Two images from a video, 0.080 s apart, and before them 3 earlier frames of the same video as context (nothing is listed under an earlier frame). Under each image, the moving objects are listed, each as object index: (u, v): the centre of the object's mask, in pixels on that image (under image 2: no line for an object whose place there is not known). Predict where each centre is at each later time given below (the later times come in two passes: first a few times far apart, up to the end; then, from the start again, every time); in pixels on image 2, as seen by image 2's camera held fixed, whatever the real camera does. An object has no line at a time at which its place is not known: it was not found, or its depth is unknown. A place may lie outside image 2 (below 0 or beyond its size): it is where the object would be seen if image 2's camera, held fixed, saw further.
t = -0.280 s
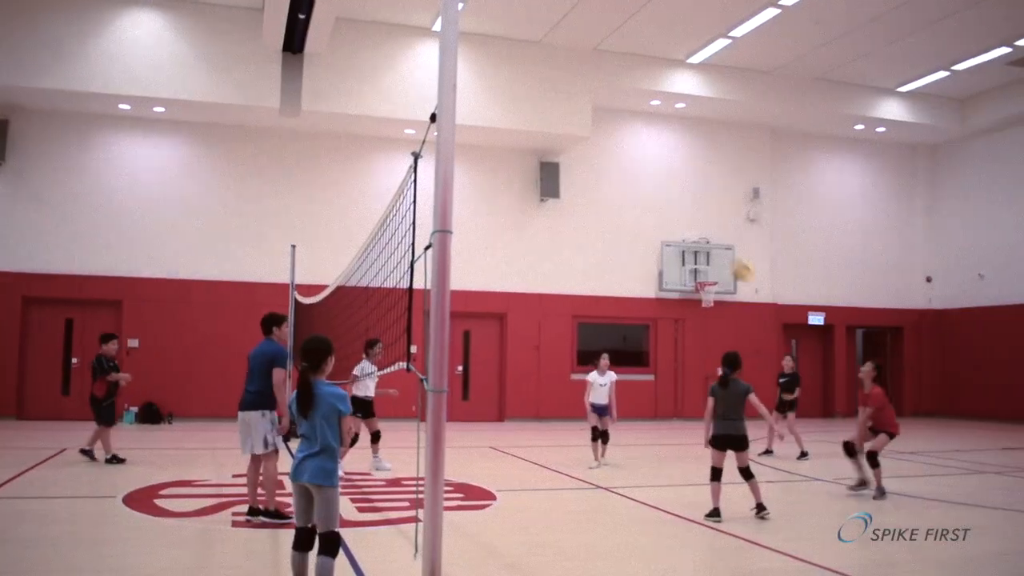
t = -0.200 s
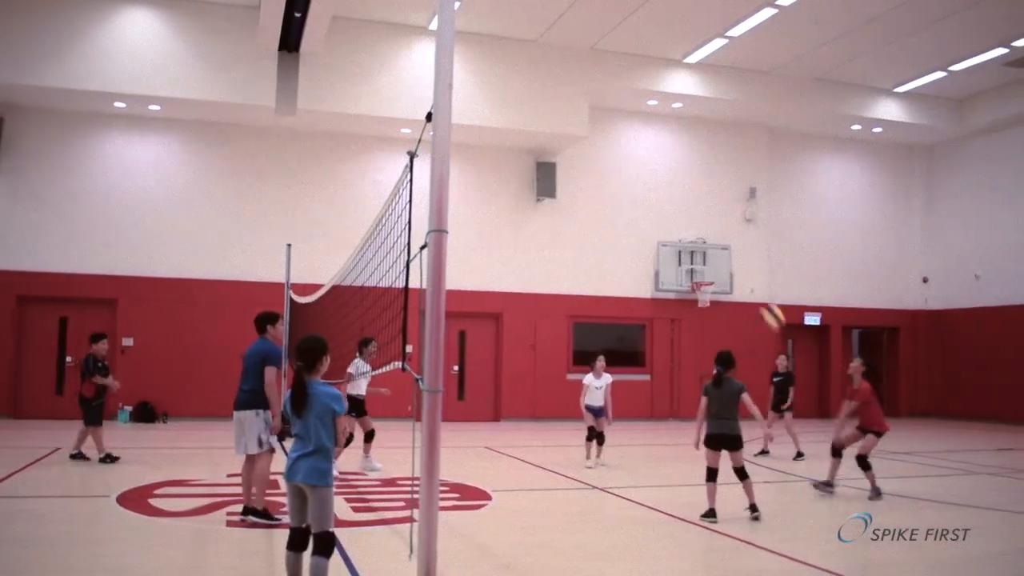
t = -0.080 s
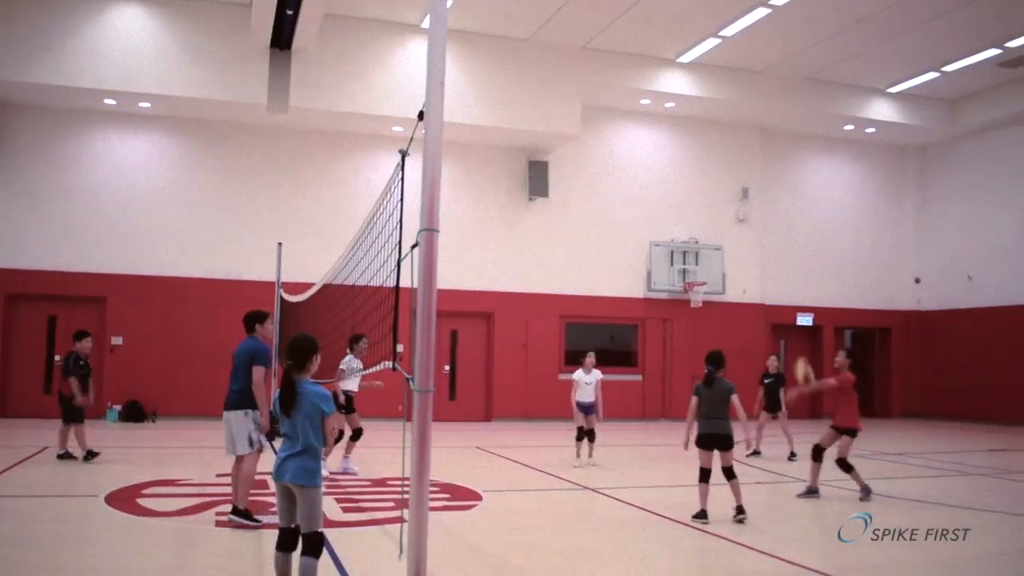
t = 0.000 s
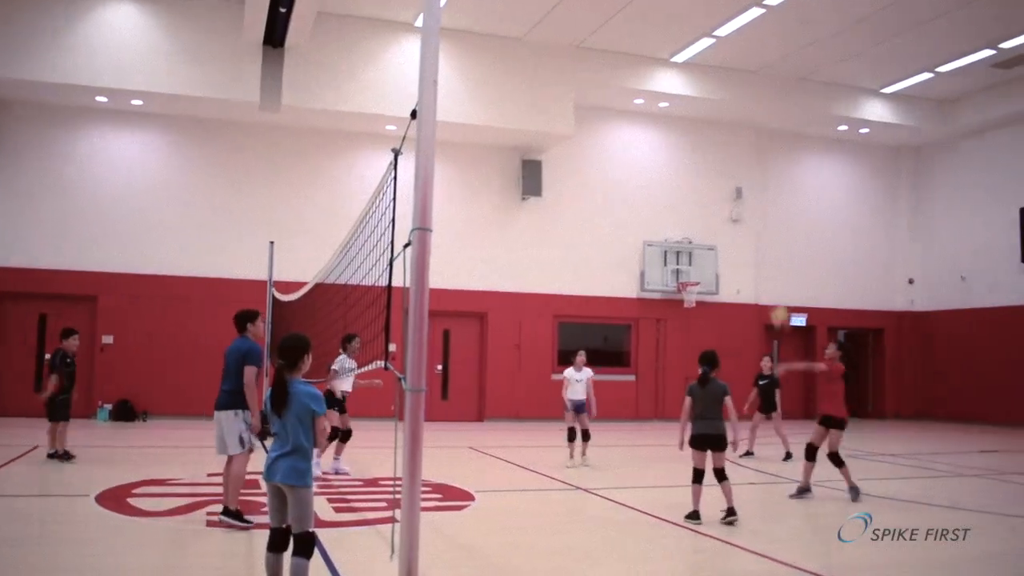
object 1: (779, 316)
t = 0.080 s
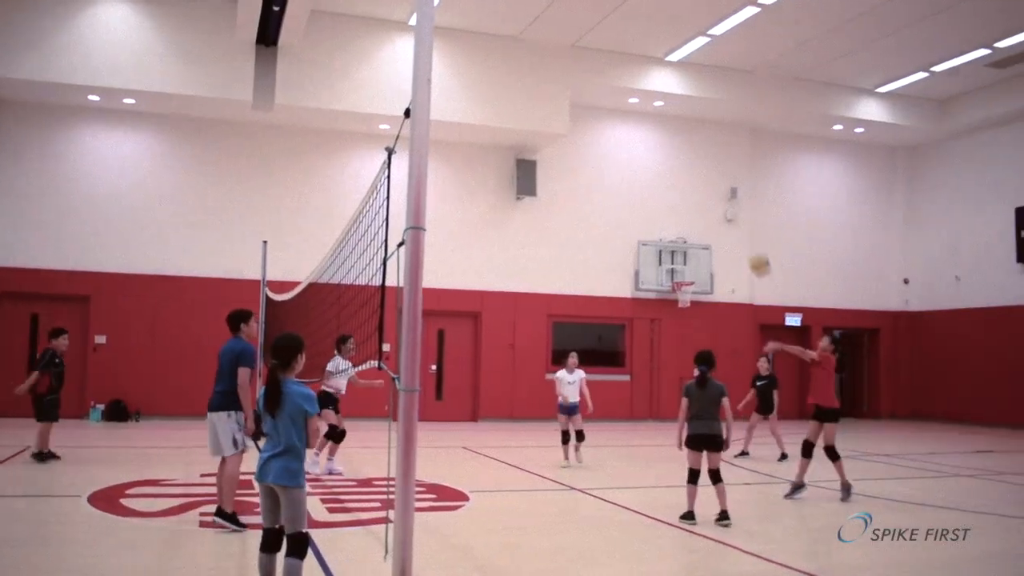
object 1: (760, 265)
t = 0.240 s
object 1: (728, 183)
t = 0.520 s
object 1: (671, 96)
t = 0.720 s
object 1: (627, 80)
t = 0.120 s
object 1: (752, 242)
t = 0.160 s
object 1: (742, 220)
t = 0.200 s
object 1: (735, 200)
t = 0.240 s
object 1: (728, 183)
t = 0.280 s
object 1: (718, 163)
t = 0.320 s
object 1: (711, 148)
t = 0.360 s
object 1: (703, 135)
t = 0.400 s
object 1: (695, 123)
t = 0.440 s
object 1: (687, 111)
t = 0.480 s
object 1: (679, 103)
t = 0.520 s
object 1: (671, 96)
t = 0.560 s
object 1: (662, 90)
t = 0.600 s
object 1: (653, 85)
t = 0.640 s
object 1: (645, 82)
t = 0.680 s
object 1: (636, 80)
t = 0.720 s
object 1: (627, 80)
